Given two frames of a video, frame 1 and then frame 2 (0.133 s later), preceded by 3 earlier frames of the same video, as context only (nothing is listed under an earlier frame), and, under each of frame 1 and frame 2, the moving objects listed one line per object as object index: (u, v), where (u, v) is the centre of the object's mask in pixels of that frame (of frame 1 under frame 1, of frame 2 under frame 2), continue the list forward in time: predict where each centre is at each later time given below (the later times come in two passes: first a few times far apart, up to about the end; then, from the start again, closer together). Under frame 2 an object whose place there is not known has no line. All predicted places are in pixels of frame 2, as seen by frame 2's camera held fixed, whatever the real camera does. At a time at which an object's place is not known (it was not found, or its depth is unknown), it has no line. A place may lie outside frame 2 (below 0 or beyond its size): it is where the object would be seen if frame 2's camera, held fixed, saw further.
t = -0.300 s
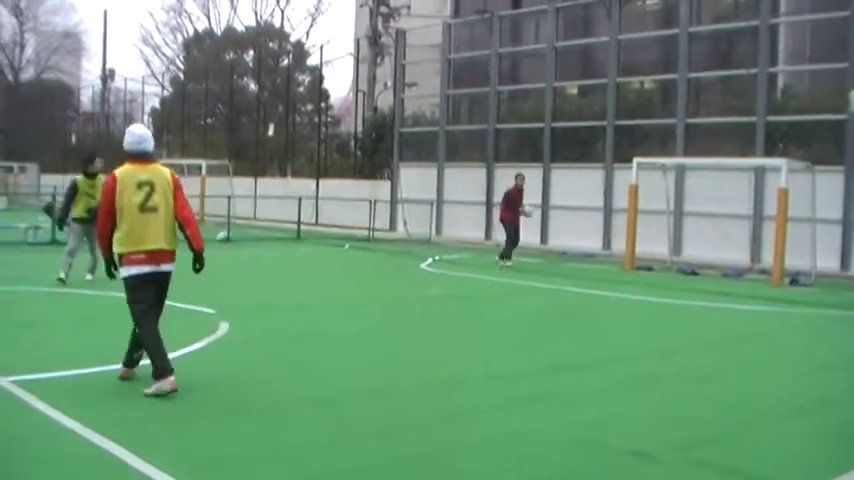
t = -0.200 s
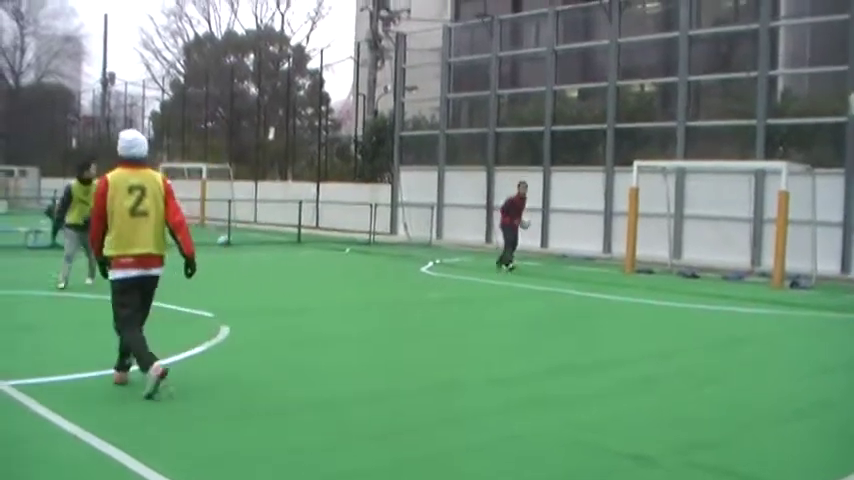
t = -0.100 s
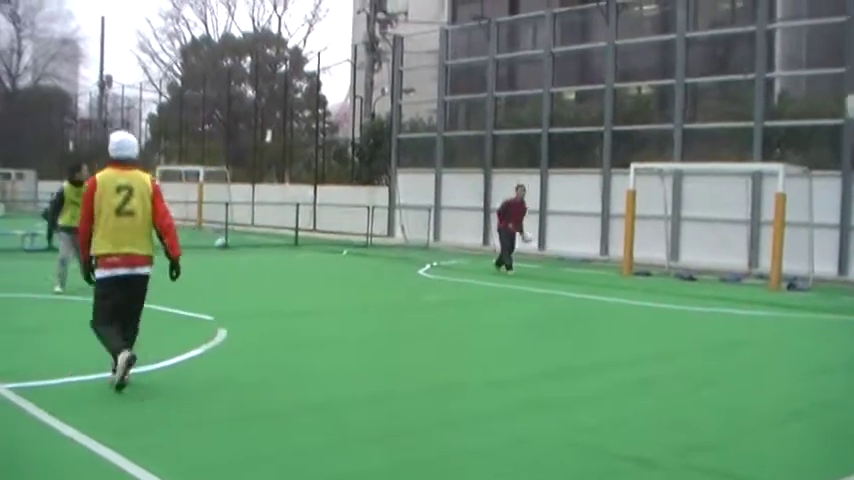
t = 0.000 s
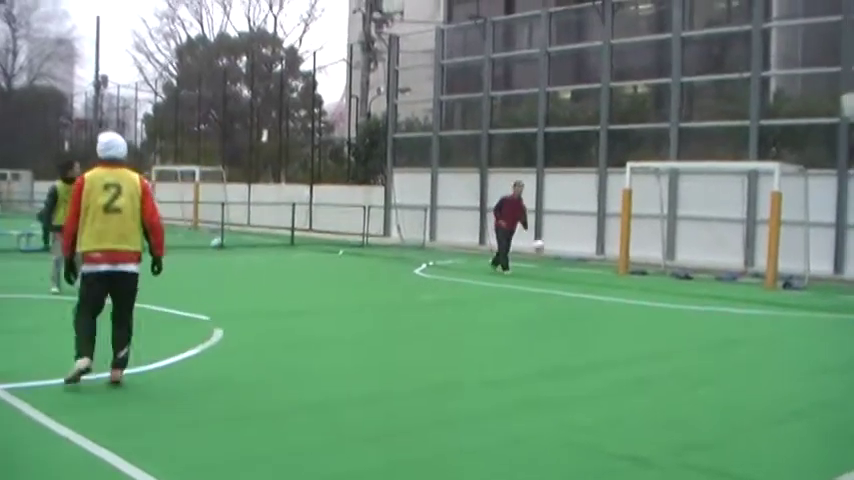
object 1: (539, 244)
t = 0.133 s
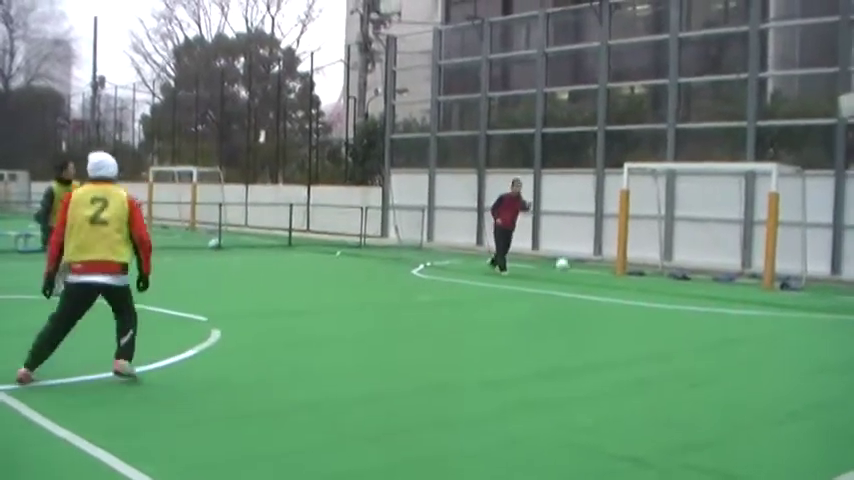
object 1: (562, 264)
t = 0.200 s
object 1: (576, 278)
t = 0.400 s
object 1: (621, 275)
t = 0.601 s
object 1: (677, 300)
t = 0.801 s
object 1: (732, 310)
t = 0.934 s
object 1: (777, 330)
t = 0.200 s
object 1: (576, 278)
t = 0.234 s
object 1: (584, 280)
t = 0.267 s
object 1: (590, 278)
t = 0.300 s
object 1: (598, 277)
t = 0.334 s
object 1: (605, 275)
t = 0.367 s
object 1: (613, 275)
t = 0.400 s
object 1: (621, 275)
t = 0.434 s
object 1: (630, 276)
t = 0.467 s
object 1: (638, 278)
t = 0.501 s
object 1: (646, 283)
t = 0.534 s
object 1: (656, 286)
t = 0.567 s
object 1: (669, 291)
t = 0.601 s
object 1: (677, 300)
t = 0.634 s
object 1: (685, 307)
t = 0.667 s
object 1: (694, 310)
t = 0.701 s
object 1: (703, 309)
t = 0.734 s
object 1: (713, 308)
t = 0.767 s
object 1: (723, 308)
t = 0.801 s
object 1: (732, 310)
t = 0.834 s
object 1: (745, 313)
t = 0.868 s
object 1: (755, 316)
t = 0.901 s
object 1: (766, 323)
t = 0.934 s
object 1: (777, 330)
